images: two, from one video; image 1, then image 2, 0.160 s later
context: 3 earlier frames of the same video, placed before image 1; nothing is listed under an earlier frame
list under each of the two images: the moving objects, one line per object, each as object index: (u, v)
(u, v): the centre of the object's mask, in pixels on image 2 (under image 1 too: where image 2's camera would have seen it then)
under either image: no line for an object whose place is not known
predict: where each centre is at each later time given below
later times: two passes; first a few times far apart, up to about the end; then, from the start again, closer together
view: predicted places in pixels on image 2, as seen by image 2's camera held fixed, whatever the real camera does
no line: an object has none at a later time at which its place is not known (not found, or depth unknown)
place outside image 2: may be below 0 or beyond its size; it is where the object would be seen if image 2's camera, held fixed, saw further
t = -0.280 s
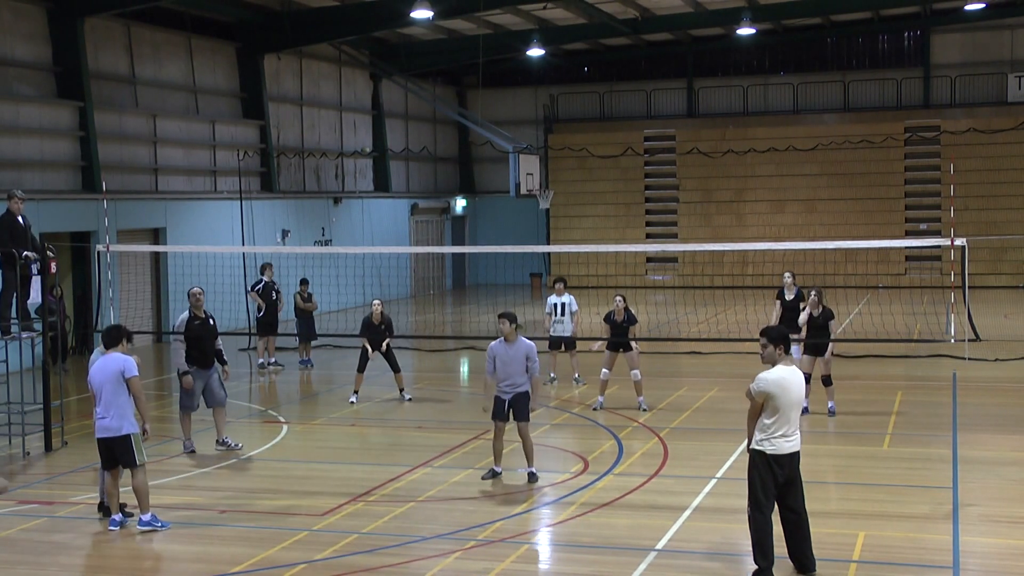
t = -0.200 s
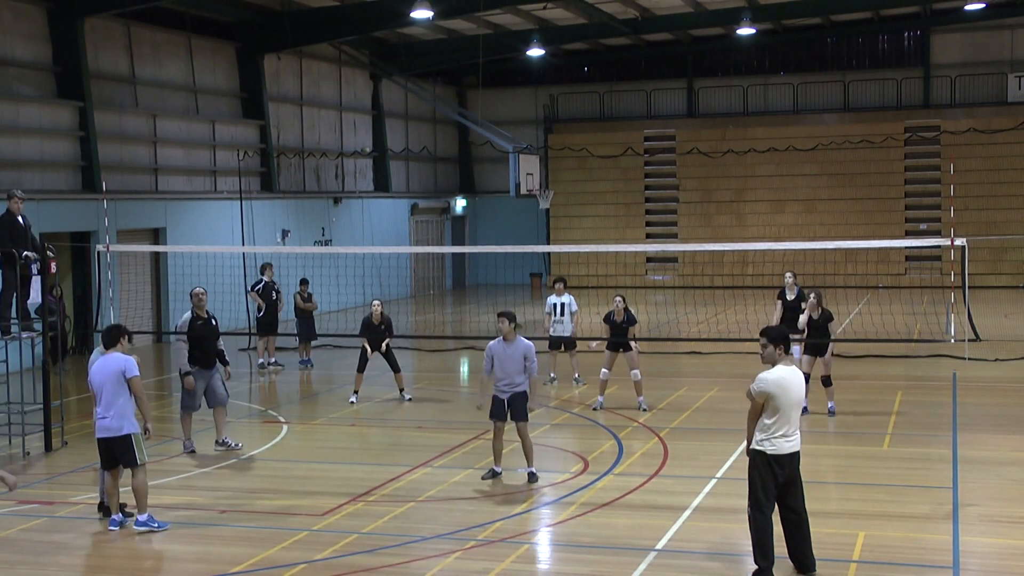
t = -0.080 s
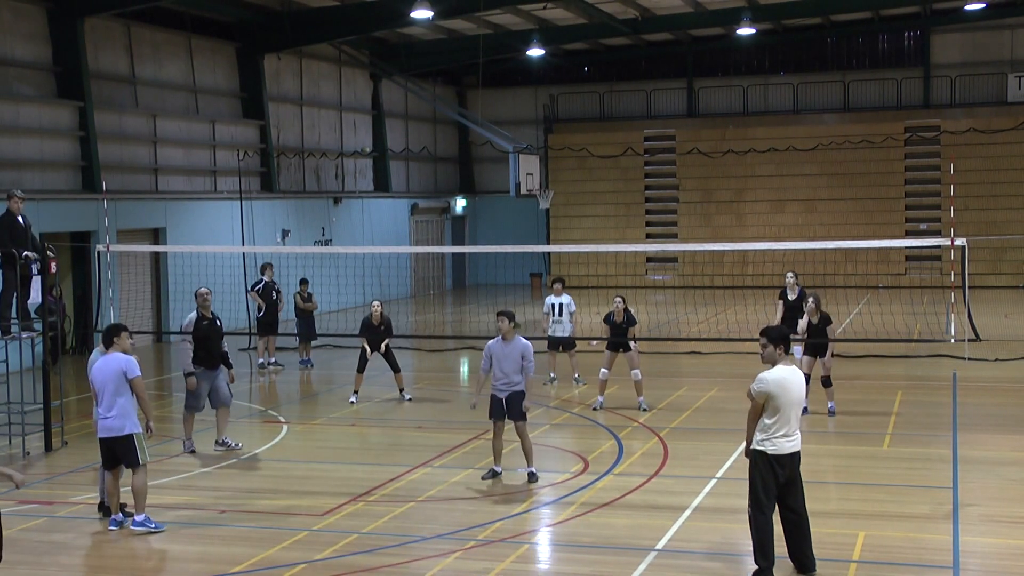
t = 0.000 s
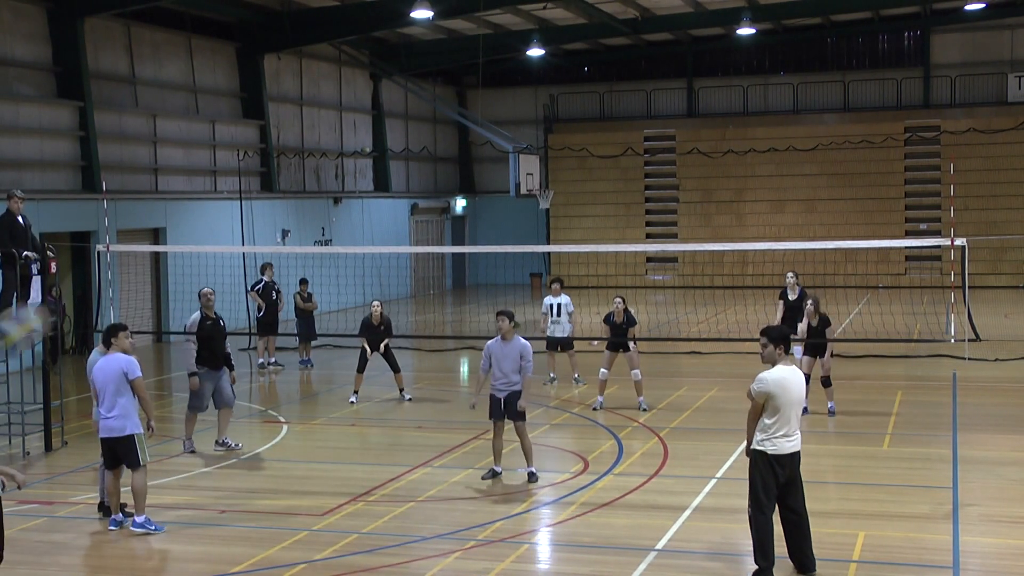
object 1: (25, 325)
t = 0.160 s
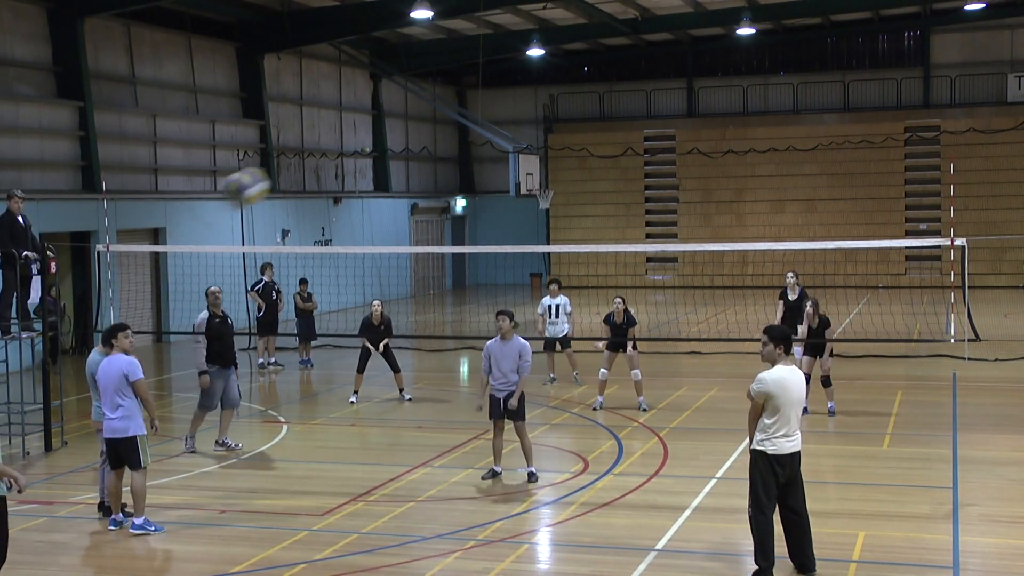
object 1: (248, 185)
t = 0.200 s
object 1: (289, 168)
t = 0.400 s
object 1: (457, 120)
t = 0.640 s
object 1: (589, 145)
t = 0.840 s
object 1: (673, 206)
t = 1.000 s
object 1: (727, 271)
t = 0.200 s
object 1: (289, 168)
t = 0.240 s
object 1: (331, 151)
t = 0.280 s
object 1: (364, 141)
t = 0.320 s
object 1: (397, 130)
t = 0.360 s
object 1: (428, 124)
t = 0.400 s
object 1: (457, 120)
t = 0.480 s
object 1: (507, 120)
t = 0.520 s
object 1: (530, 124)
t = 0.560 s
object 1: (550, 129)
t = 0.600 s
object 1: (570, 135)
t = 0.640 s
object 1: (589, 145)
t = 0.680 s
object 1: (607, 154)
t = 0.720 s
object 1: (625, 166)
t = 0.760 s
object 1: (642, 178)
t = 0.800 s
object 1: (657, 191)
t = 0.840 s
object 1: (673, 206)
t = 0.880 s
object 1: (688, 220)
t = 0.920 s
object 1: (701, 235)
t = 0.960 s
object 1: (717, 255)
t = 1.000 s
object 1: (727, 271)
